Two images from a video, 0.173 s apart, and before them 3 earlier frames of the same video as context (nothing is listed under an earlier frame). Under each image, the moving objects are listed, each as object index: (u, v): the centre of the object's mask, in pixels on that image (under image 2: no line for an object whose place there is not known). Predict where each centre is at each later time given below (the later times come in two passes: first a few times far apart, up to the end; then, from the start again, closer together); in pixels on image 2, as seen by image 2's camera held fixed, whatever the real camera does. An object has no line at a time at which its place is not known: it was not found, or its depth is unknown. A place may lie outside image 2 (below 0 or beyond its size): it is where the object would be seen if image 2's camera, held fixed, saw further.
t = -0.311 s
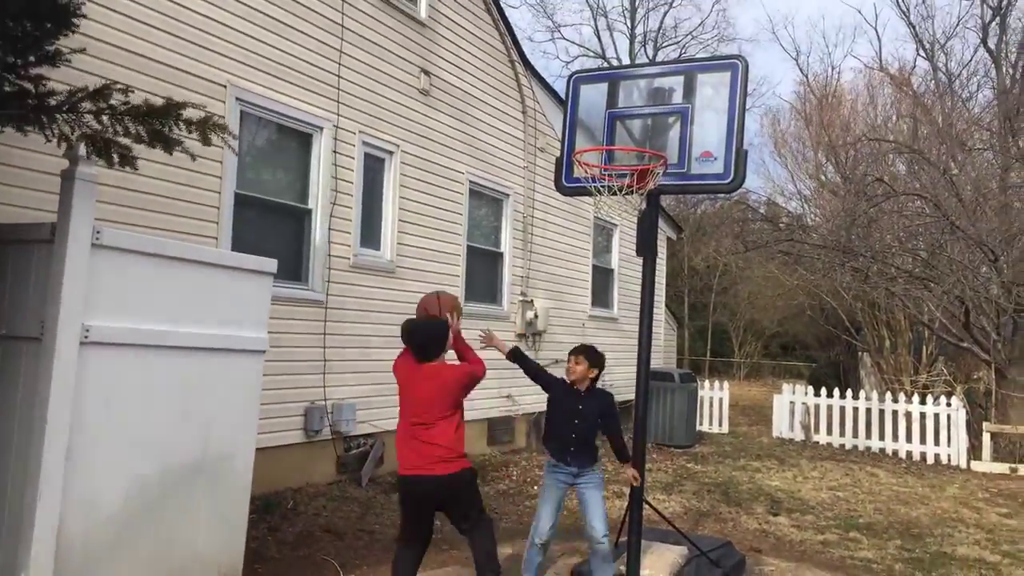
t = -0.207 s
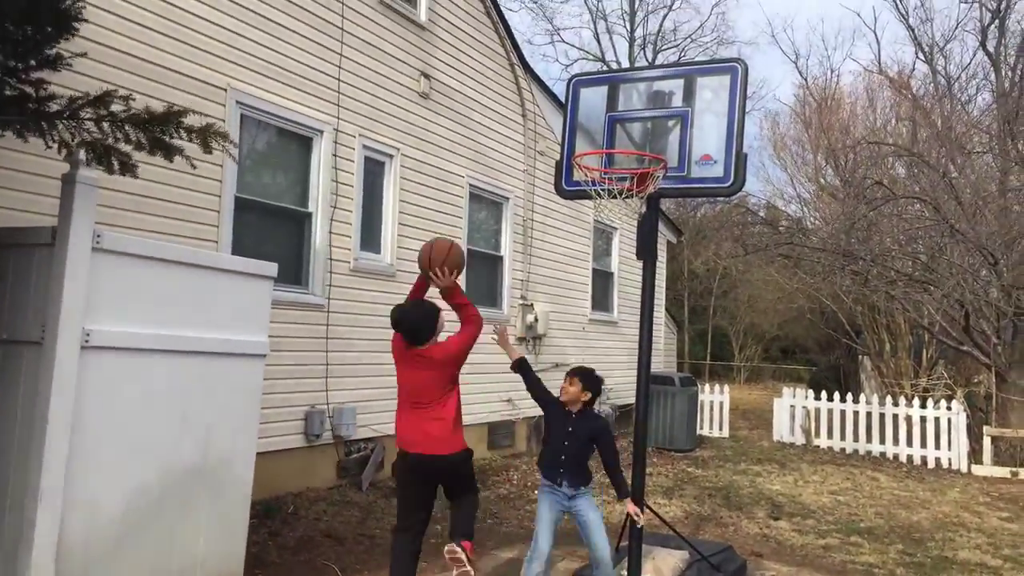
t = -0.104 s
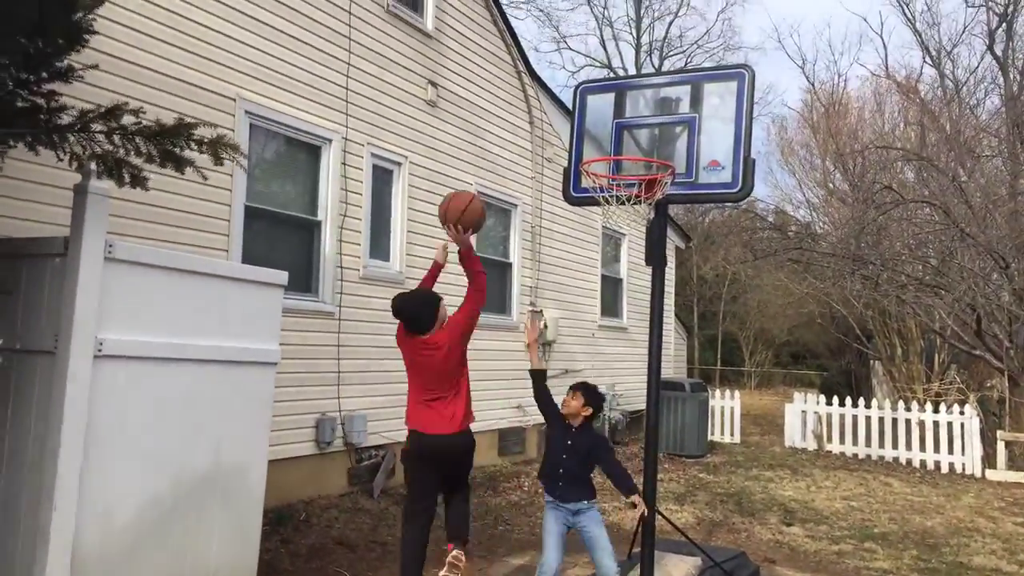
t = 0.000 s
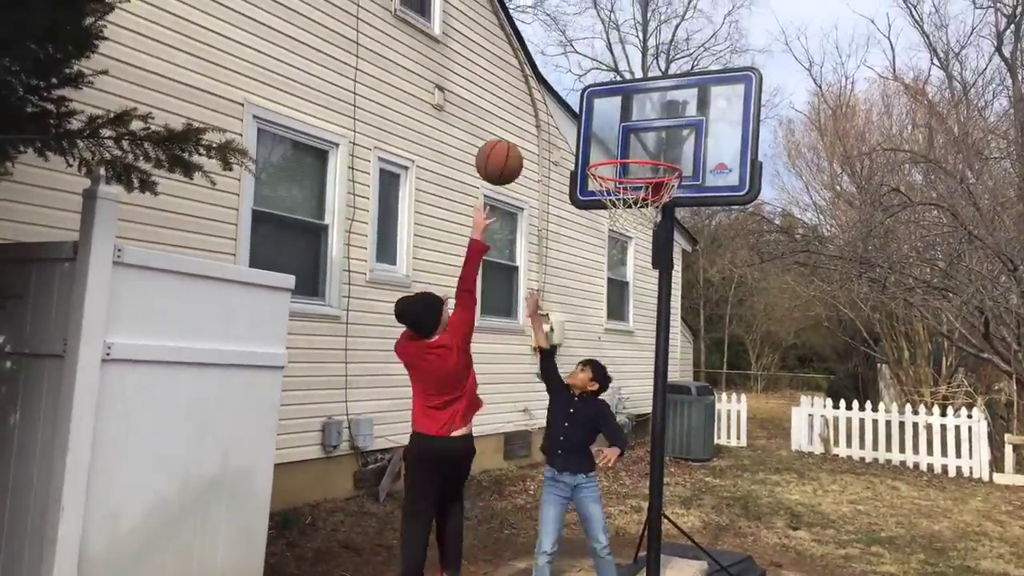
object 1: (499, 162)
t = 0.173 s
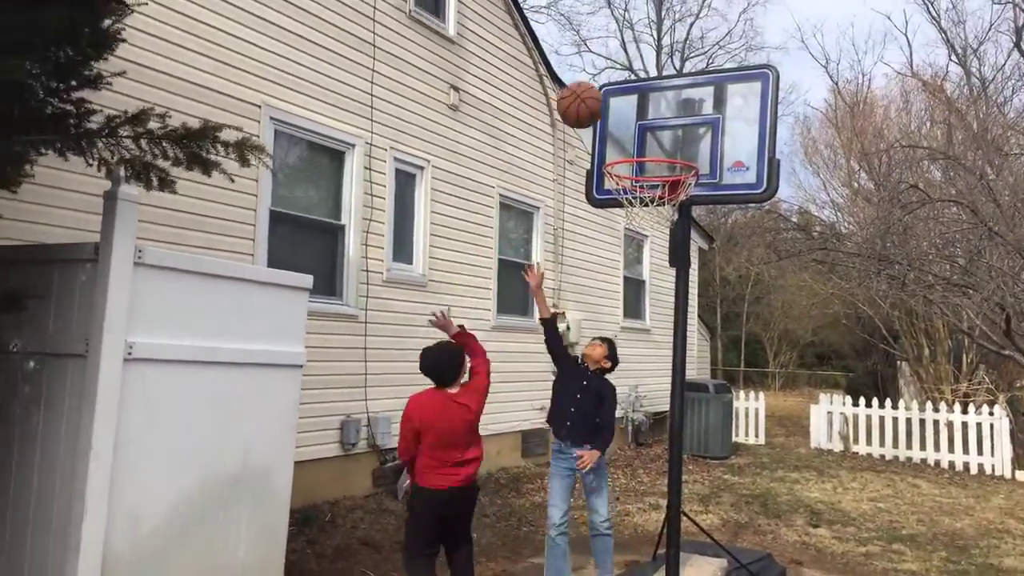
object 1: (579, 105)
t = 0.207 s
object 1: (590, 102)
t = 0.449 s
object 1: (665, 142)
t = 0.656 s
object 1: (651, 215)
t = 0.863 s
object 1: (624, 245)
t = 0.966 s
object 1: (608, 286)
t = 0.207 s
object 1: (590, 102)
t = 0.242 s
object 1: (601, 103)
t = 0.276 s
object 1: (612, 105)
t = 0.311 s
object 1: (622, 109)
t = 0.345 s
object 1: (633, 115)
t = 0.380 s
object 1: (643, 124)
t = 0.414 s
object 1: (654, 134)
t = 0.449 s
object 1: (665, 142)
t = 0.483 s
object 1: (672, 156)
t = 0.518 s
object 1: (671, 167)
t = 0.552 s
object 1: (665, 177)
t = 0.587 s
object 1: (662, 185)
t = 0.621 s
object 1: (655, 202)
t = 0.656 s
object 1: (651, 215)
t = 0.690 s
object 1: (647, 217)
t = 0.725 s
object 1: (644, 219)
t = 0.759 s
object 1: (639, 222)
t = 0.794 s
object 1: (635, 229)
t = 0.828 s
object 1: (630, 236)
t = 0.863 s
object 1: (624, 245)
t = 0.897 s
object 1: (620, 255)
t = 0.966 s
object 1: (608, 286)
